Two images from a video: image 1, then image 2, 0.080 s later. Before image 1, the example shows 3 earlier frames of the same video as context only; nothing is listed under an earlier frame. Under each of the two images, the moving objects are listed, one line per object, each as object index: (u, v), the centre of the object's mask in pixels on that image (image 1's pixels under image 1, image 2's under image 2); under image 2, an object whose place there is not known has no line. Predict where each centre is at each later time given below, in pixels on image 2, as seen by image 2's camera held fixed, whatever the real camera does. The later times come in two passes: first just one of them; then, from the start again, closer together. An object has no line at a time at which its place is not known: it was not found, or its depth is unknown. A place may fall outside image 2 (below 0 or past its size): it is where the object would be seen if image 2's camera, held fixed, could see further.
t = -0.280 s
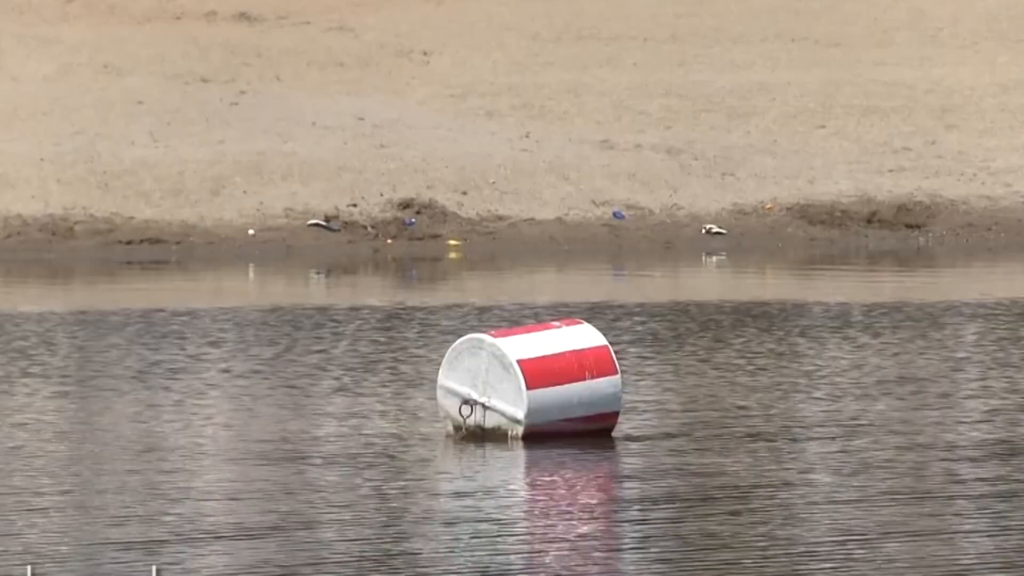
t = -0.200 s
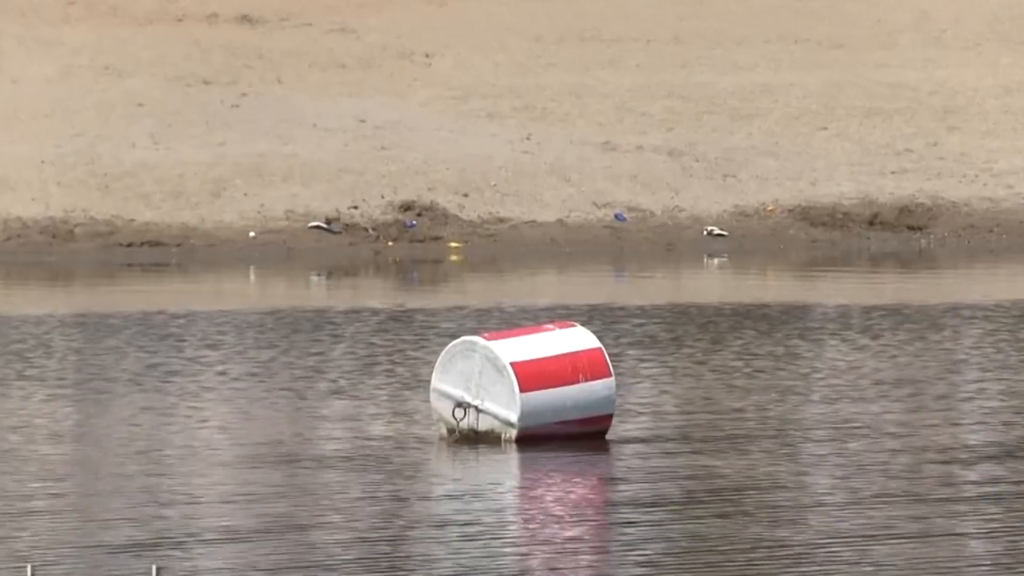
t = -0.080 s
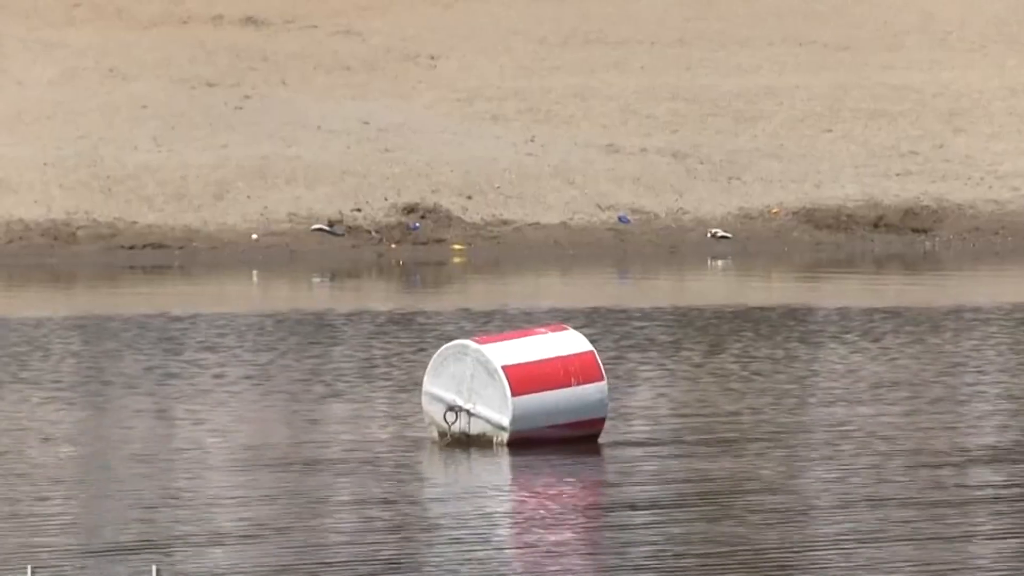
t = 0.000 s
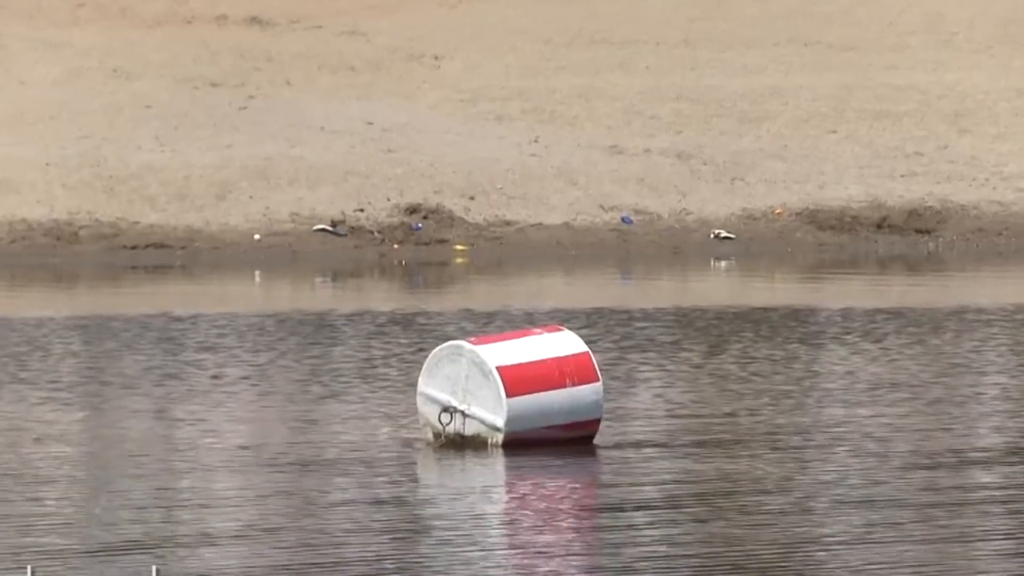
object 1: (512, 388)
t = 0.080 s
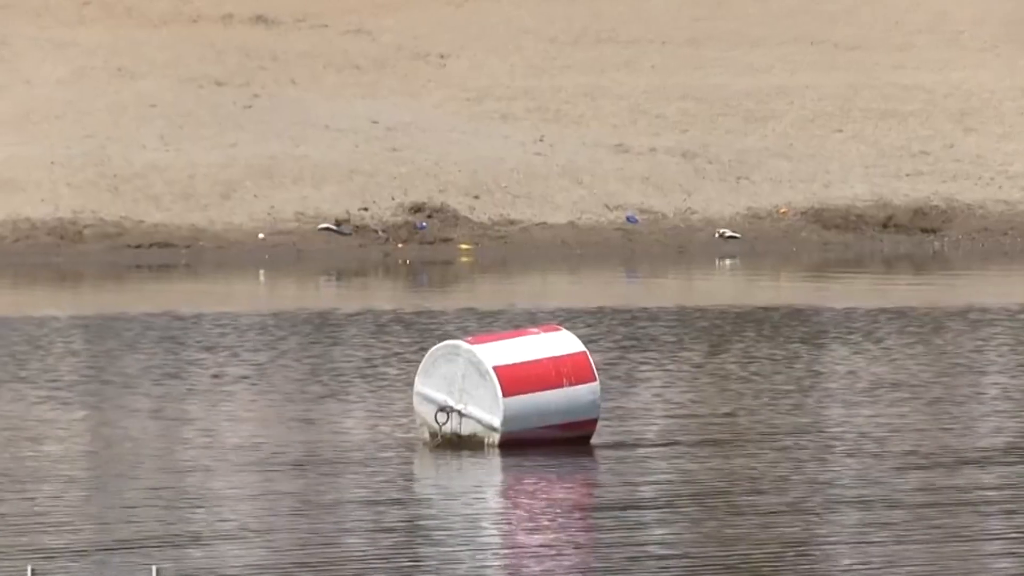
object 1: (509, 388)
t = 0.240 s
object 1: (502, 389)
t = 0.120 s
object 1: (507, 388)
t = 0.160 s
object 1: (506, 388)
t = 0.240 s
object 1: (502, 389)
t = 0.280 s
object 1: (501, 389)
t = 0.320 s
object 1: (500, 389)
